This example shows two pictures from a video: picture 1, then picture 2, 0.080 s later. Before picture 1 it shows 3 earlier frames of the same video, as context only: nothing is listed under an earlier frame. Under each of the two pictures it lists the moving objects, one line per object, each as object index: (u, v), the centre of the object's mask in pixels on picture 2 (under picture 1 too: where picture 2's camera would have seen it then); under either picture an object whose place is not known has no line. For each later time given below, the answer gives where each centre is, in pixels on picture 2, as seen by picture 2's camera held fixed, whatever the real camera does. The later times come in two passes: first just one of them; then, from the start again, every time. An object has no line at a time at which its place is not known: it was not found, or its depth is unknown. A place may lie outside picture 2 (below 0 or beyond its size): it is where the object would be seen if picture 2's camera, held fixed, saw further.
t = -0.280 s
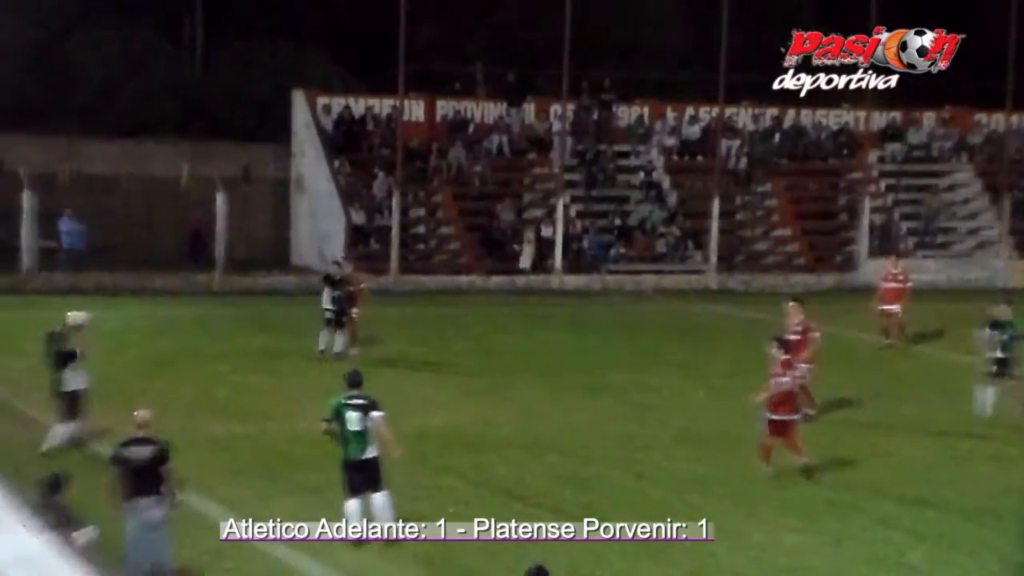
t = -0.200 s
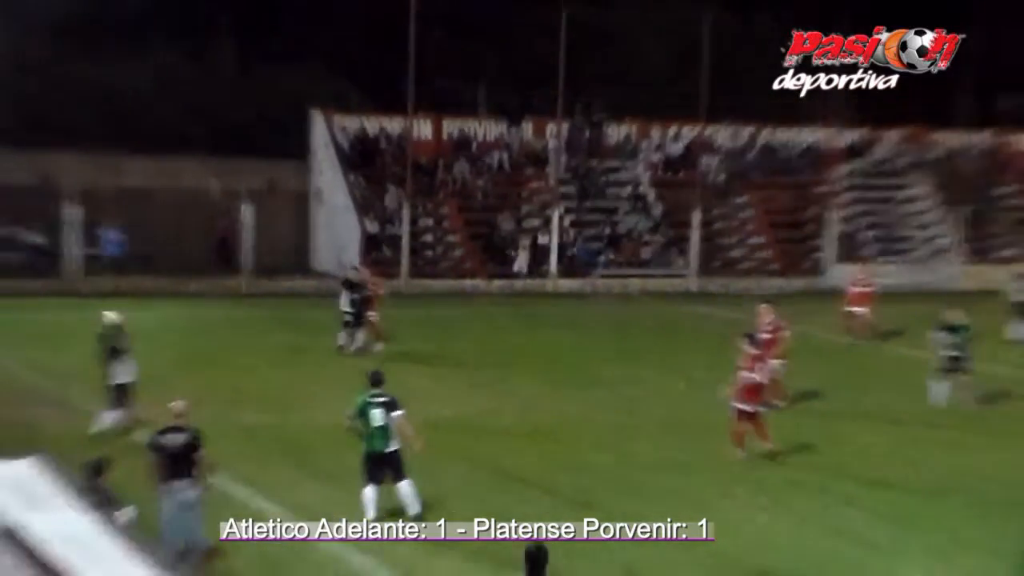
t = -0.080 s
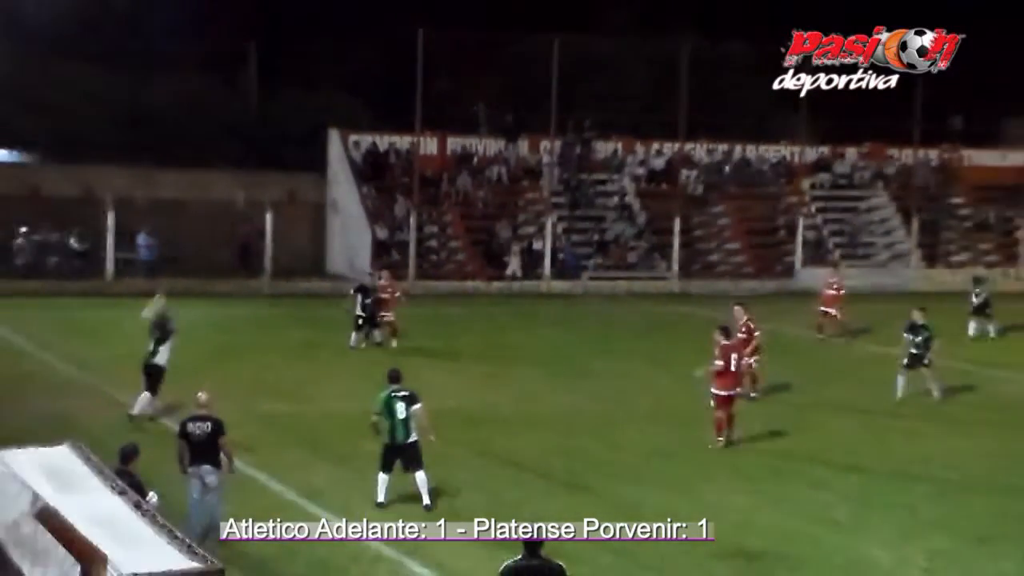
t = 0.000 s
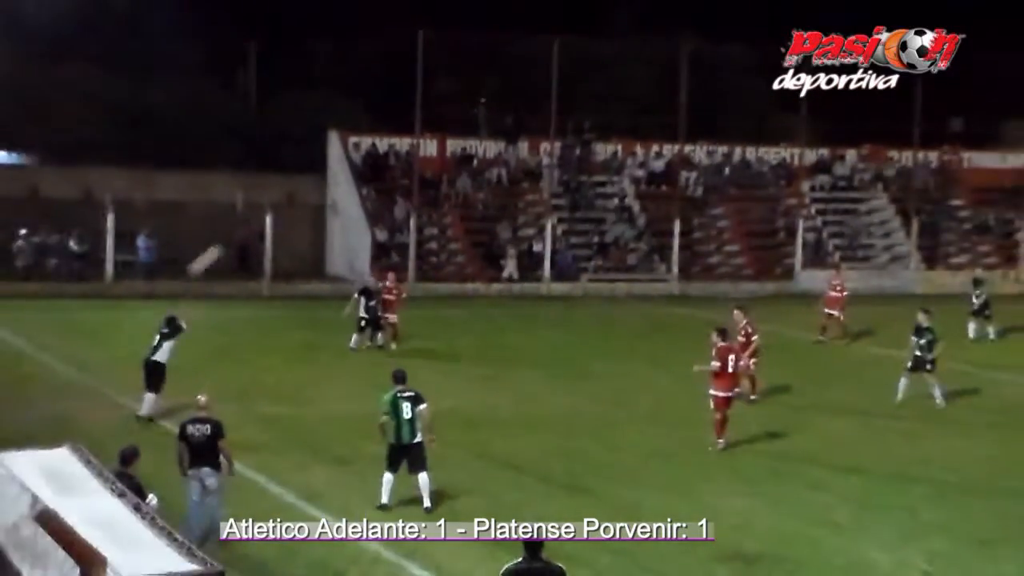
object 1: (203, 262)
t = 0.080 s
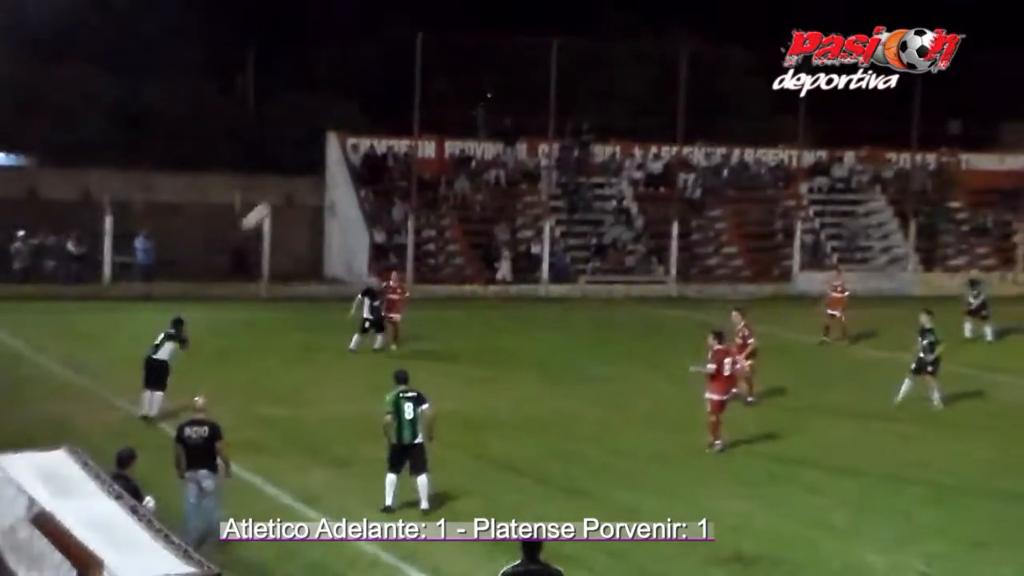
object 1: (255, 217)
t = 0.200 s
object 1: (327, 160)
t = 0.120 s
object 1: (281, 195)
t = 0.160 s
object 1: (305, 177)
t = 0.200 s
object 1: (327, 160)
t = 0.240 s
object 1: (352, 141)
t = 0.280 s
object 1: (375, 126)
